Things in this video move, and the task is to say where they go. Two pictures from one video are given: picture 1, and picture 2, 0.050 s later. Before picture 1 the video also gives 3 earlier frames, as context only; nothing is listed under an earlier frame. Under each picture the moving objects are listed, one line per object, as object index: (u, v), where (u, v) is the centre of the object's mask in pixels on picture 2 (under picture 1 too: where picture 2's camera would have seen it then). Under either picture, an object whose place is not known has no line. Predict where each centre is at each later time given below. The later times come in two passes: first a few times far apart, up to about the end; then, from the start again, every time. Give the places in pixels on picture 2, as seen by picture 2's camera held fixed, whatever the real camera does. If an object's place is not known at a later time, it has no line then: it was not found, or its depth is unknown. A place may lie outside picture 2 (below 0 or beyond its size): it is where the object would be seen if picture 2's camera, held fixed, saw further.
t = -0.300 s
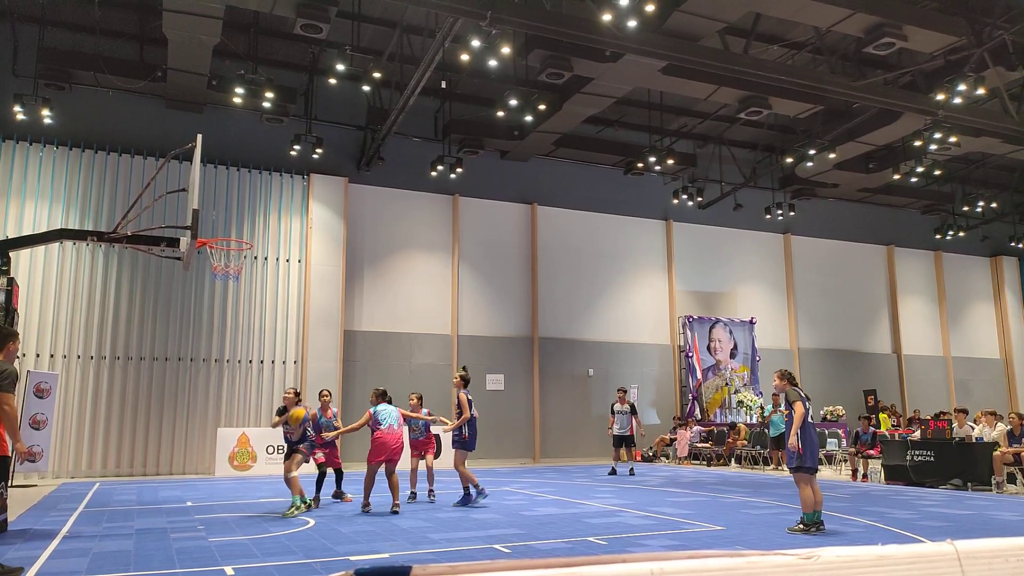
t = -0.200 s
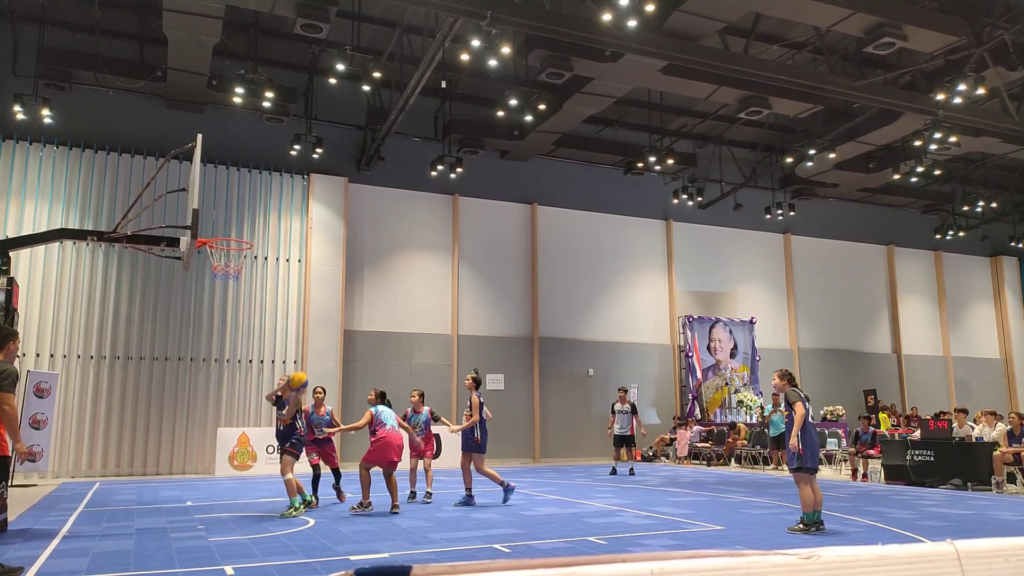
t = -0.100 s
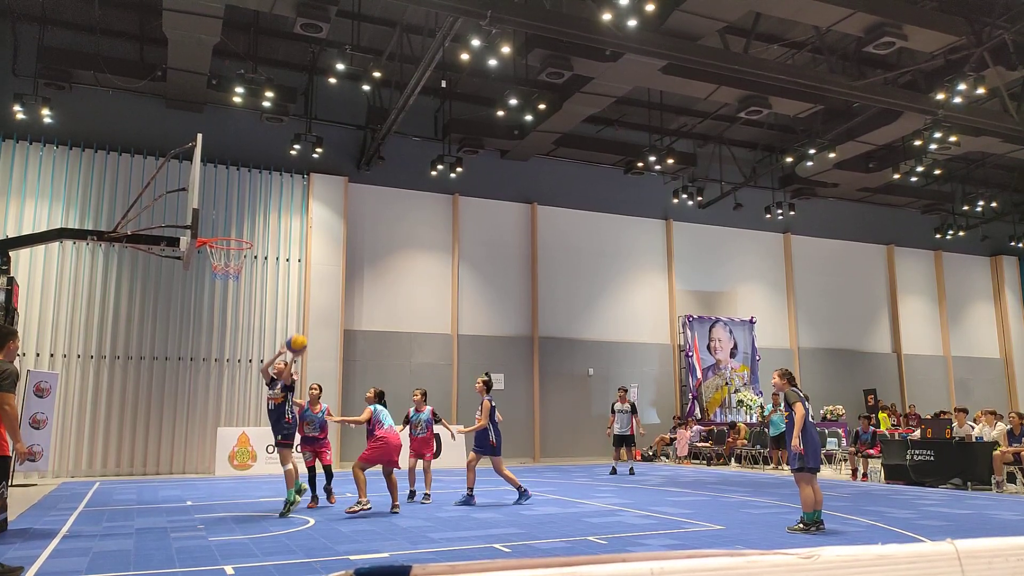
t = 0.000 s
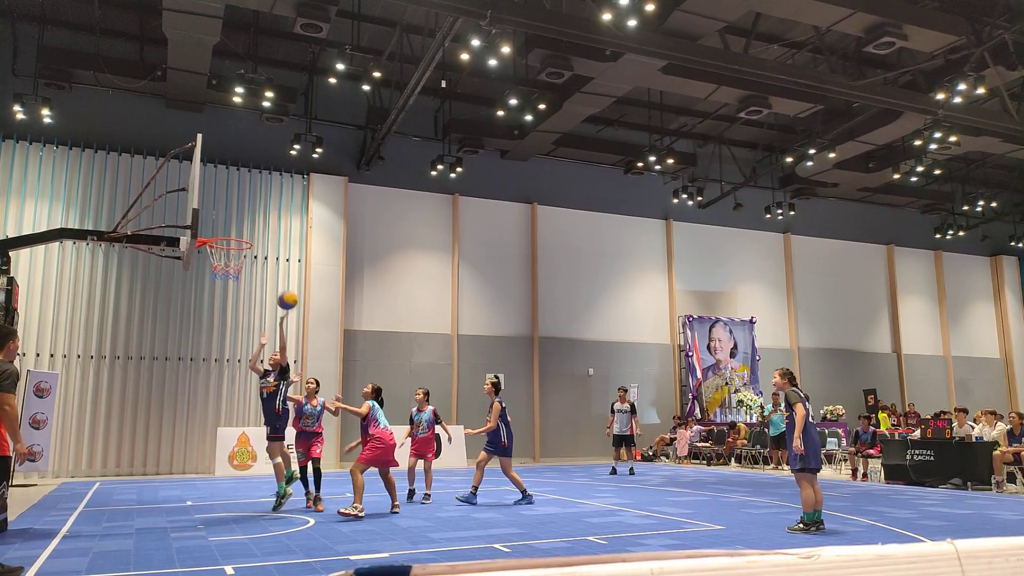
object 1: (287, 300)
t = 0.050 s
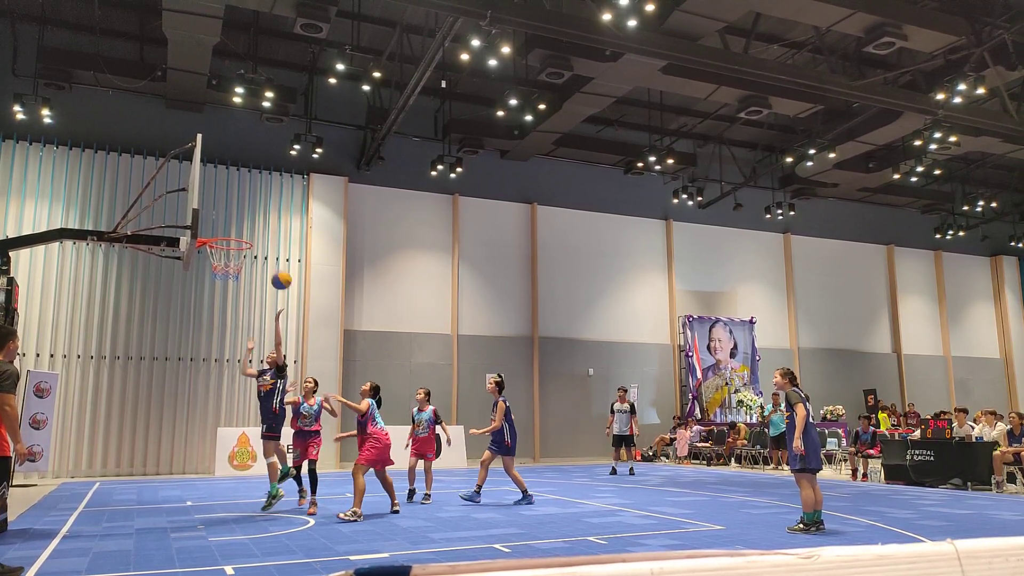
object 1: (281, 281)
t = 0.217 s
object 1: (260, 227)
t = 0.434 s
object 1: (230, 189)
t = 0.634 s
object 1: (212, 191)
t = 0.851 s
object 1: (240, 227)
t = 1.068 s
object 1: (270, 226)
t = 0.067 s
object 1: (279, 274)
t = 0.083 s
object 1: (277, 268)
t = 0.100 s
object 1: (275, 262)
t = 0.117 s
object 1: (273, 256)
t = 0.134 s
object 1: (271, 251)
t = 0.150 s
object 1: (269, 246)
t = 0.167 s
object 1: (266, 241)
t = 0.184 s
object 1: (264, 236)
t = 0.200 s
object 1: (262, 231)
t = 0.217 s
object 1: (260, 227)
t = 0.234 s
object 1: (258, 222)
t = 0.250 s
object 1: (256, 218)
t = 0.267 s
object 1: (254, 215)
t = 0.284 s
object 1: (251, 211)
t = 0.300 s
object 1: (249, 208)
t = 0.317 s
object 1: (246, 205)
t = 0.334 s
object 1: (244, 202)
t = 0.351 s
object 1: (242, 199)
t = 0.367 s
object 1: (240, 197)
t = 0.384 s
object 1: (237, 194)
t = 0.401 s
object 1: (234, 192)
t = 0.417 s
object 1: (232, 191)
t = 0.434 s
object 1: (230, 189)
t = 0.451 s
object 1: (228, 188)
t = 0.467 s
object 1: (225, 187)
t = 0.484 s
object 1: (223, 186)
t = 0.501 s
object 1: (220, 186)
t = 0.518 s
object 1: (218, 186)
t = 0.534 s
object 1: (215, 185)
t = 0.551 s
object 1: (213, 186)
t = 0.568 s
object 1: (210, 186)
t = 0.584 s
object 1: (208, 186)
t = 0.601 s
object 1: (208, 187)
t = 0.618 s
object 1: (210, 189)
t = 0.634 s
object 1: (212, 191)
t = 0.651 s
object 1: (214, 194)
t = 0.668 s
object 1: (216, 196)
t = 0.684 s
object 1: (218, 199)
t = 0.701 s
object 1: (221, 202)
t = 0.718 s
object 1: (223, 205)
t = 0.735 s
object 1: (224, 209)
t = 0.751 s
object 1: (226, 212)
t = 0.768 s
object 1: (228, 216)
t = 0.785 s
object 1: (230, 220)
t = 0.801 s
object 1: (232, 225)
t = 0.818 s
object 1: (235, 229)
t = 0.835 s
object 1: (237, 229)
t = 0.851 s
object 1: (240, 227)
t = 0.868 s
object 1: (242, 225)
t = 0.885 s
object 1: (244, 224)
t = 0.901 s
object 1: (247, 223)
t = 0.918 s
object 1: (249, 222)
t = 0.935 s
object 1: (251, 222)
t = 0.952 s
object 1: (254, 221)
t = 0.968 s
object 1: (256, 221)
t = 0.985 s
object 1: (259, 221)
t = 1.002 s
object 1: (261, 222)
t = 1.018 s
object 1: (263, 222)
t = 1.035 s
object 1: (265, 224)
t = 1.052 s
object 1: (268, 225)
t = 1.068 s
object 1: (270, 226)
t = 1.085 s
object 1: (273, 227)
